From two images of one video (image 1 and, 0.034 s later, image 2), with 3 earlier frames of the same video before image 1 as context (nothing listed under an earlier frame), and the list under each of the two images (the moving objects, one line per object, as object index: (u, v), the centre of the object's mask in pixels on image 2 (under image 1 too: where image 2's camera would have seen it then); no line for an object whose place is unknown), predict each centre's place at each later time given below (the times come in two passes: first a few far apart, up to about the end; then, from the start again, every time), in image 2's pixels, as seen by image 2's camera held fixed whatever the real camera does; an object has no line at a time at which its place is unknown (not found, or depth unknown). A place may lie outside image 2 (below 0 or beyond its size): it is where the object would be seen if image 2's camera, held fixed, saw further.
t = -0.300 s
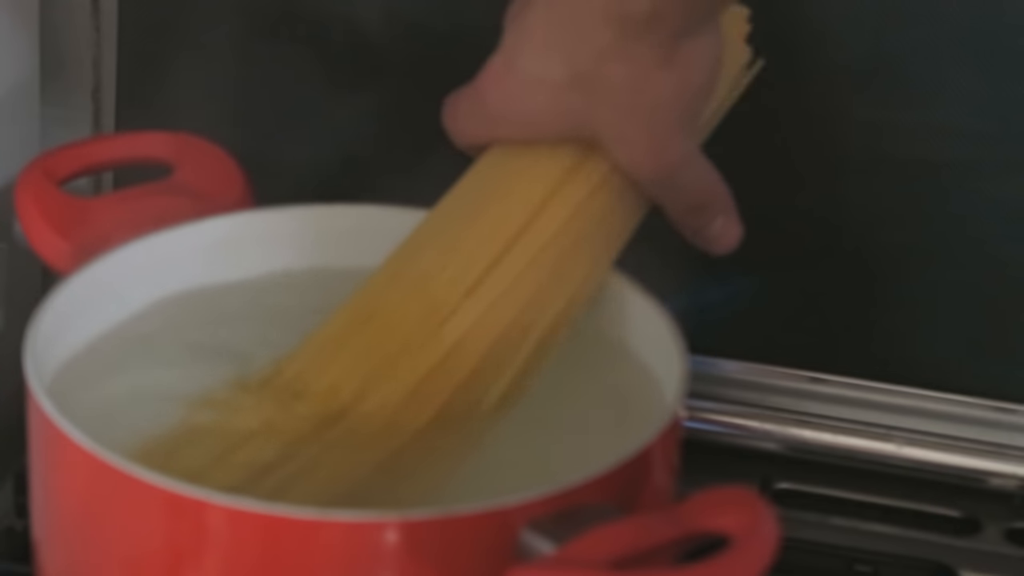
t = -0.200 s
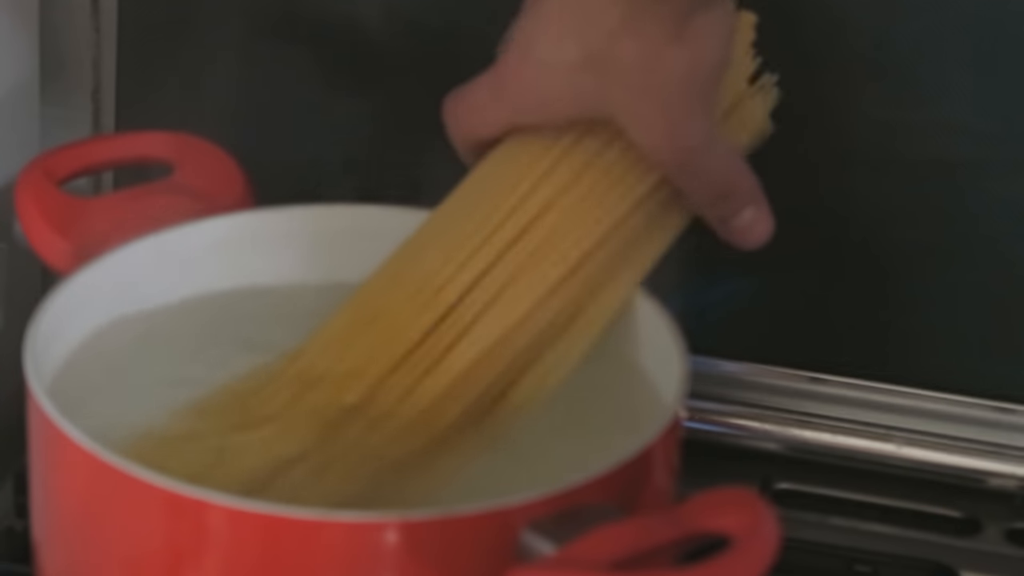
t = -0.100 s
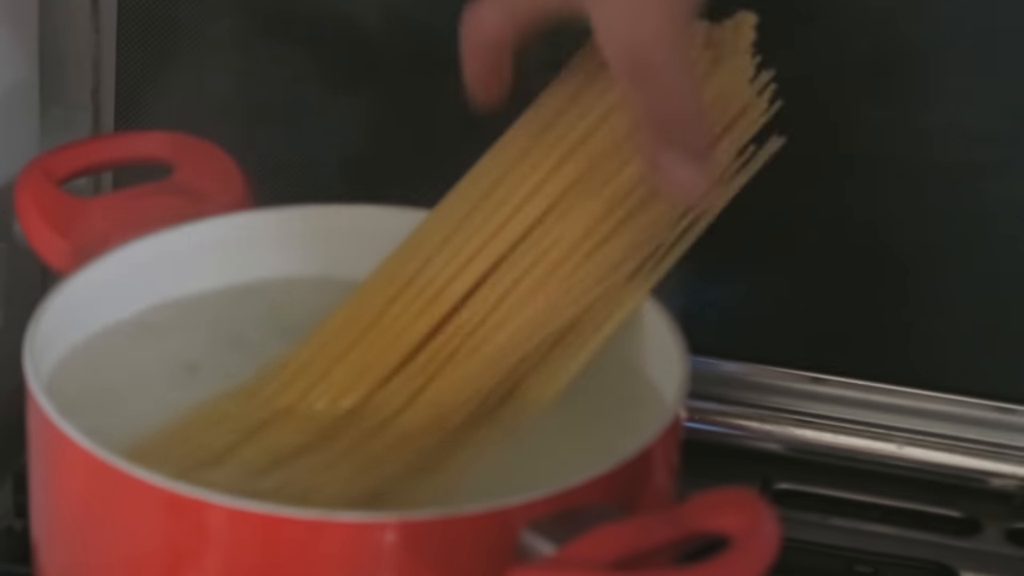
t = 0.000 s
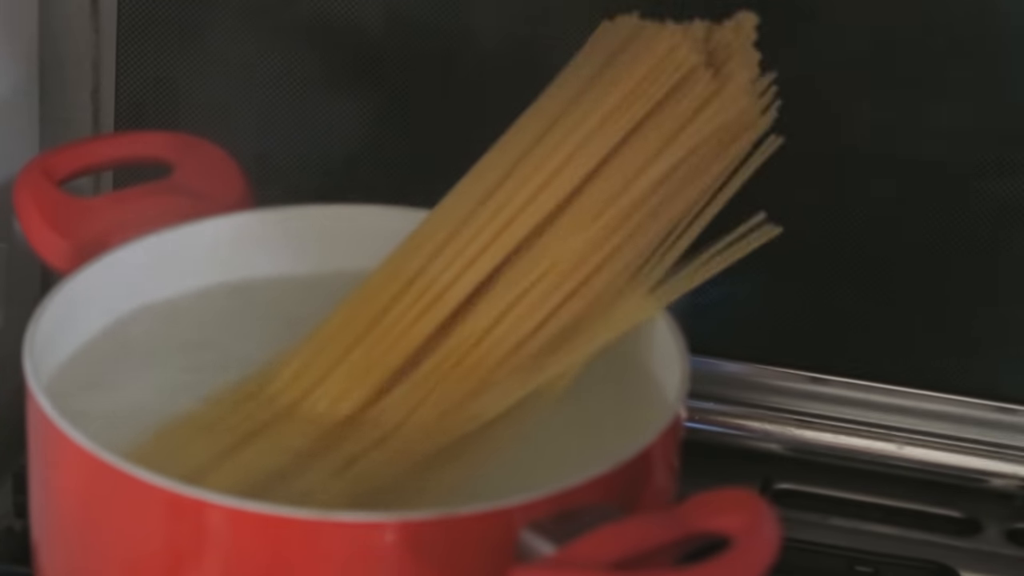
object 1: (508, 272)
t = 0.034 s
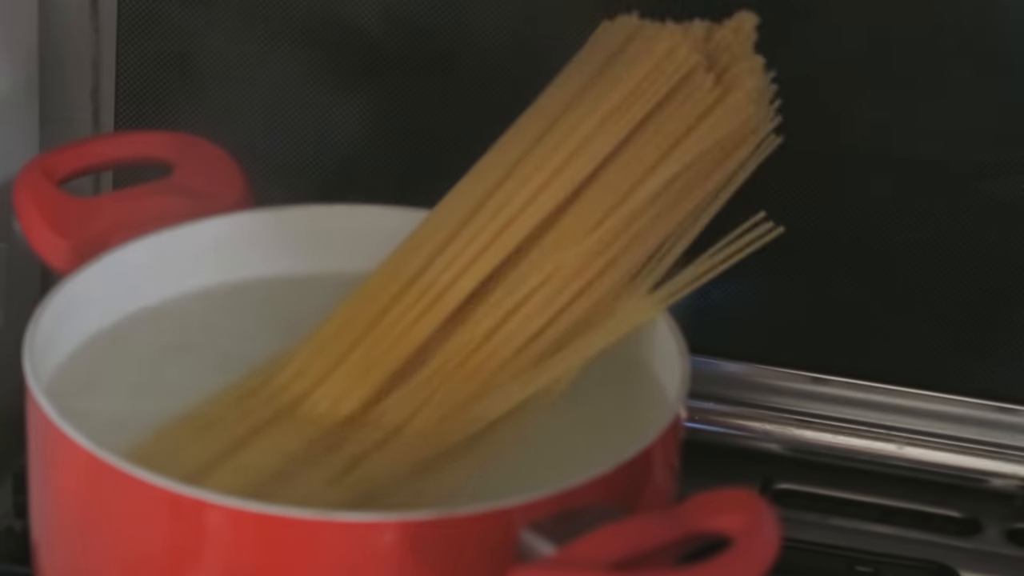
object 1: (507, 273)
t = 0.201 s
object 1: (514, 274)
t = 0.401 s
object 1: (513, 275)
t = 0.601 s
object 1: (515, 275)
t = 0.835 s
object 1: (515, 274)
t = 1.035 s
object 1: (514, 275)
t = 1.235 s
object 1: (517, 277)
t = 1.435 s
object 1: (518, 277)
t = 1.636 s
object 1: (516, 278)
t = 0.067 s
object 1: (507, 274)
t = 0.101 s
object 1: (507, 274)
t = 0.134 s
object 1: (508, 275)
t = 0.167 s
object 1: (509, 275)
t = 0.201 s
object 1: (514, 274)
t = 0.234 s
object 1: (515, 274)
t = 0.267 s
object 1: (515, 274)
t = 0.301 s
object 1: (514, 275)
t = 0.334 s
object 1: (514, 275)
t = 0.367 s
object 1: (513, 275)
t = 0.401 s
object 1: (513, 275)
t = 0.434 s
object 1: (513, 275)
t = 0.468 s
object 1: (513, 275)
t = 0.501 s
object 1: (513, 275)
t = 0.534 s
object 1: (514, 275)
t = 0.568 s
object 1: (514, 275)
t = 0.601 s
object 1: (515, 275)
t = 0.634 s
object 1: (515, 274)
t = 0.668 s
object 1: (516, 274)
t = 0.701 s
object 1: (516, 274)
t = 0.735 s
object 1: (515, 274)
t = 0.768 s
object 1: (515, 274)
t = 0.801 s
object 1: (515, 274)
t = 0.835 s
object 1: (515, 274)
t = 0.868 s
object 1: (514, 274)
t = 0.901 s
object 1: (515, 274)
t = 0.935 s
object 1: (514, 275)
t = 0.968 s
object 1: (515, 274)
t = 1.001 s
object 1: (519, 274)
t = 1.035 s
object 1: (514, 275)
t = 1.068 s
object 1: (514, 276)
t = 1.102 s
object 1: (514, 276)
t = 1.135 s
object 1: (514, 276)
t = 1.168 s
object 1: (514, 276)
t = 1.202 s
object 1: (517, 277)
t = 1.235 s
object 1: (517, 277)
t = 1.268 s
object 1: (518, 276)
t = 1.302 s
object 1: (518, 277)
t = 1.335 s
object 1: (518, 277)
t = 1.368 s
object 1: (517, 277)
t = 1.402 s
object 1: (518, 276)
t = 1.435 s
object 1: (518, 277)
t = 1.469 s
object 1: (517, 277)
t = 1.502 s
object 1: (517, 277)
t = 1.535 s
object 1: (517, 277)
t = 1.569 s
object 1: (513, 277)
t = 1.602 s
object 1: (513, 277)
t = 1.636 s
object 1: (516, 278)
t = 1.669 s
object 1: (513, 277)
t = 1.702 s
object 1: (513, 277)
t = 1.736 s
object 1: (516, 278)
